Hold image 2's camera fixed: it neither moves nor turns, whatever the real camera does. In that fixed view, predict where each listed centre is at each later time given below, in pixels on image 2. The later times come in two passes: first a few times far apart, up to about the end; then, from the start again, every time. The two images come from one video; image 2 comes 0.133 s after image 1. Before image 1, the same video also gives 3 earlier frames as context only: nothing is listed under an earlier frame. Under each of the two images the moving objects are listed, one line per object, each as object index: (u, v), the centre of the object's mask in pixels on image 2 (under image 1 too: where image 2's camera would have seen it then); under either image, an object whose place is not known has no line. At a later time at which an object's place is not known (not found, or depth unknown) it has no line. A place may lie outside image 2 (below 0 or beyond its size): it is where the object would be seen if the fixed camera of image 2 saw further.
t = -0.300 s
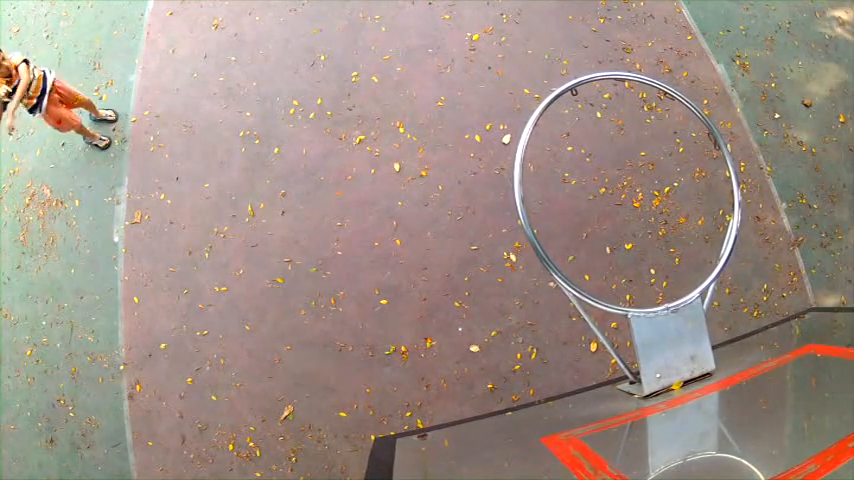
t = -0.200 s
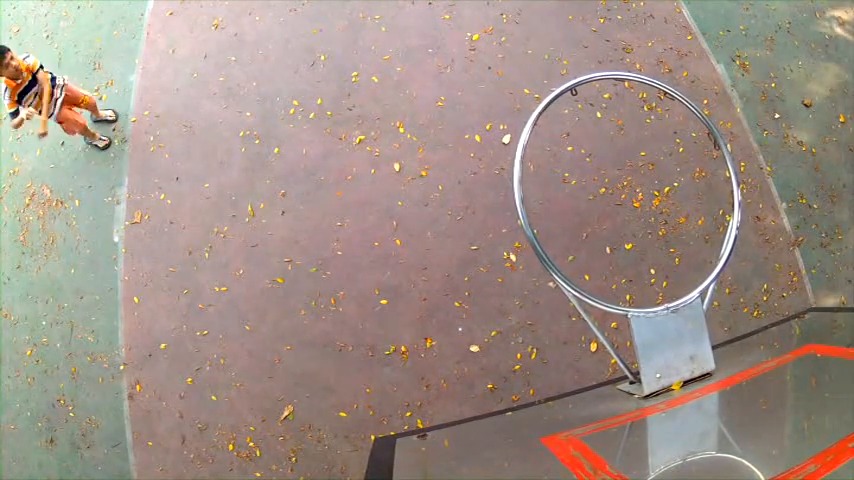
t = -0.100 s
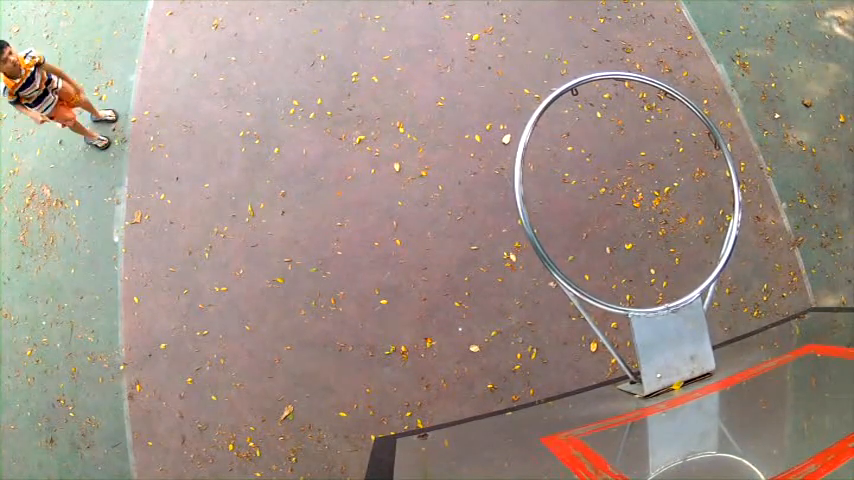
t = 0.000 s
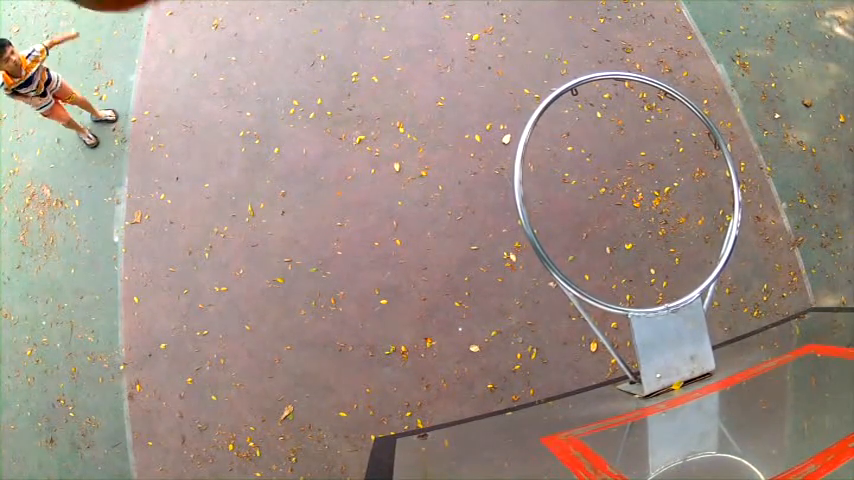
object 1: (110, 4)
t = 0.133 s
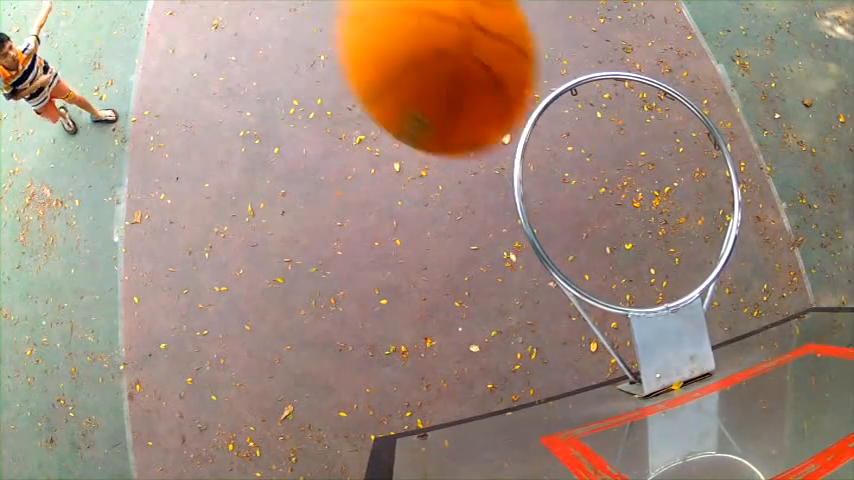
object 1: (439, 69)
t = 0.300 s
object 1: (644, 235)
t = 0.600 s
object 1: (654, 304)
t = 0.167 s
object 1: (506, 98)
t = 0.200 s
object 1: (560, 142)
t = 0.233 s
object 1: (599, 180)
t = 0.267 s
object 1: (627, 211)
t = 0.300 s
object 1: (644, 235)
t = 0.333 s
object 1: (656, 255)
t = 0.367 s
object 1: (662, 266)
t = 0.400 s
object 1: (665, 275)
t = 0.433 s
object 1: (665, 282)
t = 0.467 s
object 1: (665, 288)
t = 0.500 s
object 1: (663, 293)
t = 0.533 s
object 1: (660, 298)
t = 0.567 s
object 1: (657, 301)
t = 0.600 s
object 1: (654, 304)
